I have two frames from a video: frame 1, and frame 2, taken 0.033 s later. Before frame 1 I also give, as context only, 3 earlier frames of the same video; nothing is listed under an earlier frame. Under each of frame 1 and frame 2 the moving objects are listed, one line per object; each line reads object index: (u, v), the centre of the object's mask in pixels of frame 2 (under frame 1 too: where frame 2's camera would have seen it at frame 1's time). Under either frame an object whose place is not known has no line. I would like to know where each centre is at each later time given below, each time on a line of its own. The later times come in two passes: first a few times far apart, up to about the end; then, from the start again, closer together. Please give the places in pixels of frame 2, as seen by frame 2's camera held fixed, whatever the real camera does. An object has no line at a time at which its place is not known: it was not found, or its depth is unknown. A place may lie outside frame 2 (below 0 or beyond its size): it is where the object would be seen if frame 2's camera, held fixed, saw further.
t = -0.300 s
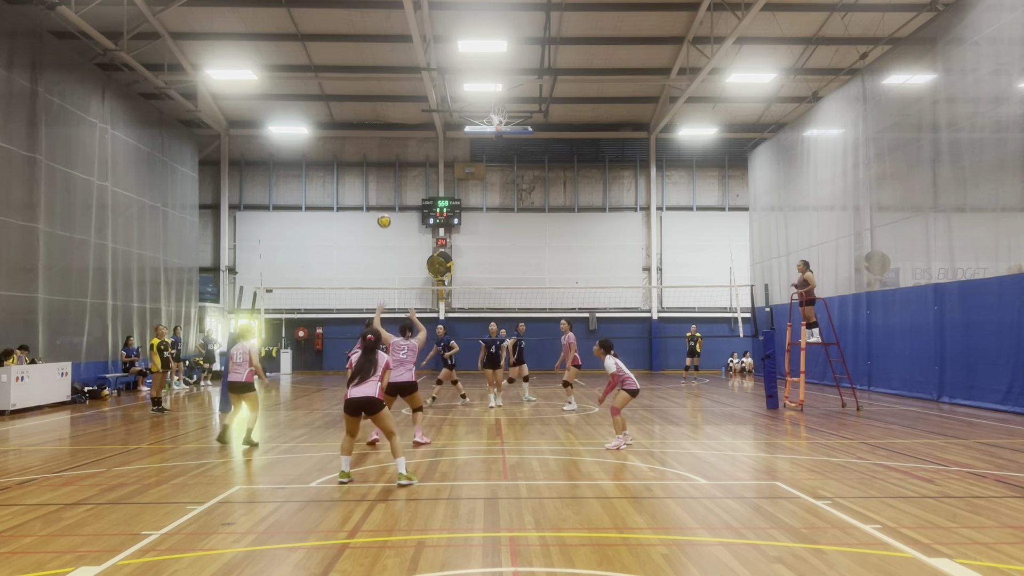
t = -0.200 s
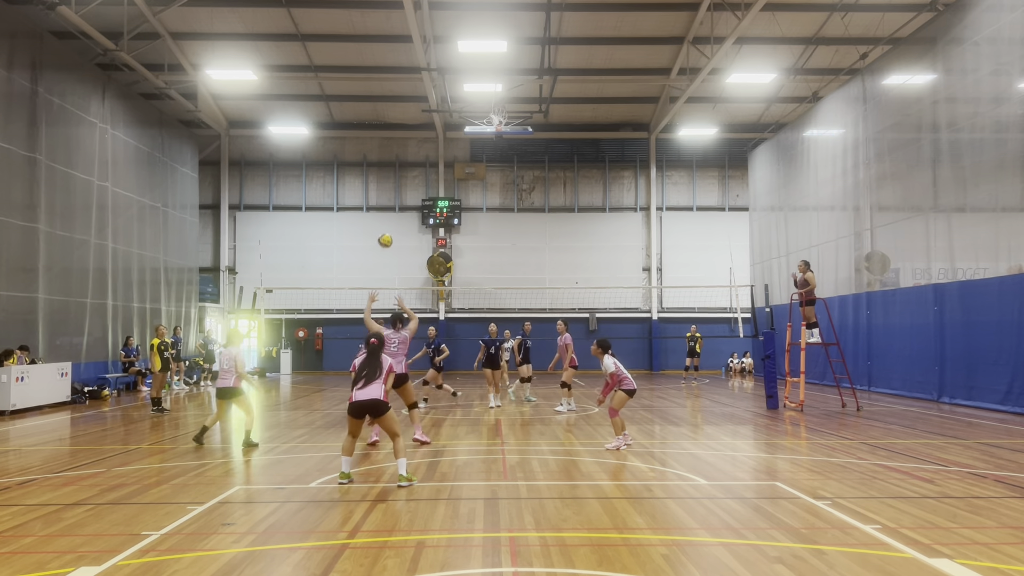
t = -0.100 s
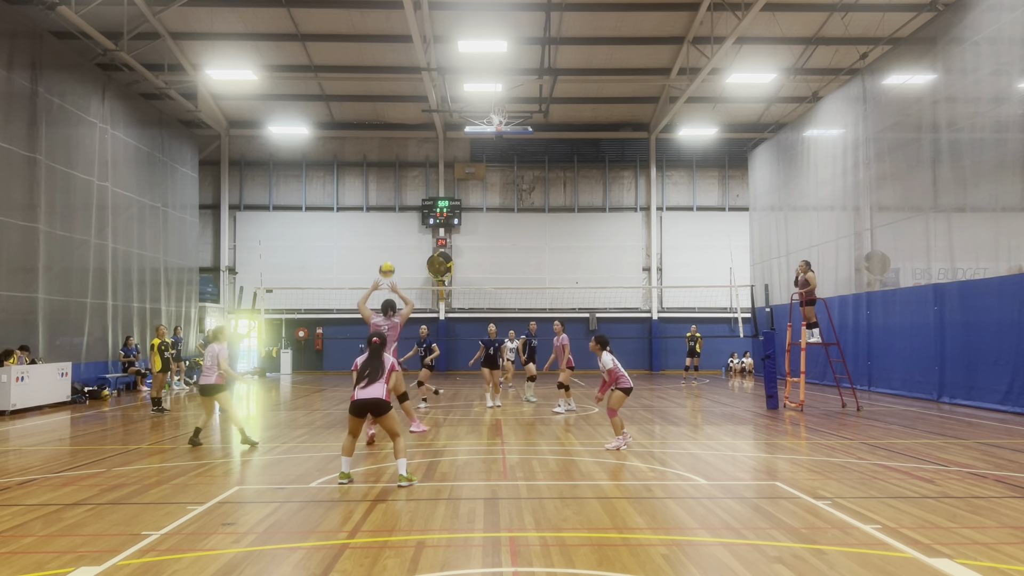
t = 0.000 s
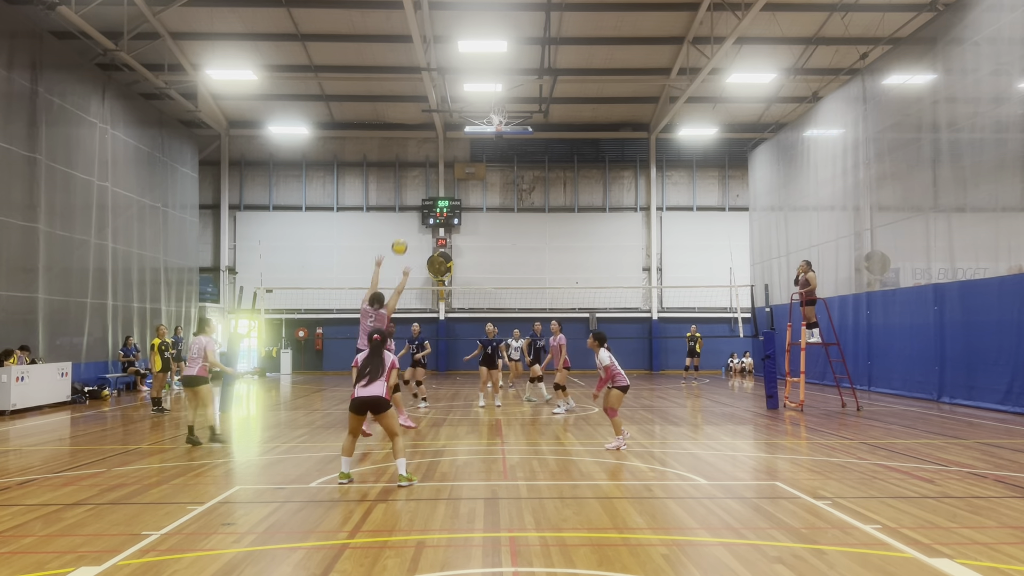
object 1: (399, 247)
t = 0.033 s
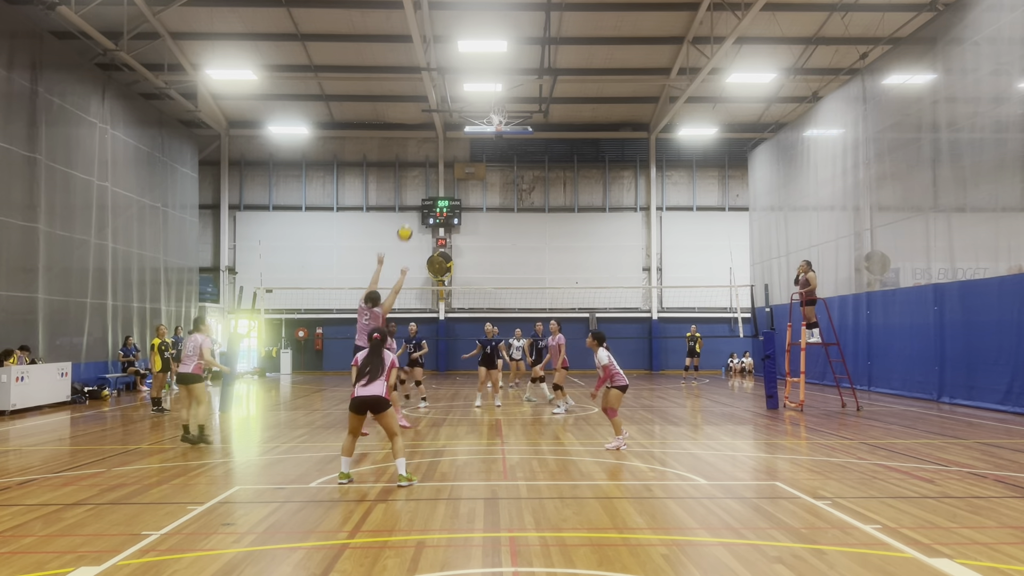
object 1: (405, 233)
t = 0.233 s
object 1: (435, 173)
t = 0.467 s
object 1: (466, 147)
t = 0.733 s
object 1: (496, 163)
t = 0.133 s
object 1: (421, 198)
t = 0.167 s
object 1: (426, 189)
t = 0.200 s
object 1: (431, 180)
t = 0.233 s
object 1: (435, 173)
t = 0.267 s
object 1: (440, 167)
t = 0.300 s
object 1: (445, 162)
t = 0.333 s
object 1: (449, 158)
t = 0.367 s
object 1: (454, 153)
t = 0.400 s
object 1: (458, 150)
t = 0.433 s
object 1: (462, 148)
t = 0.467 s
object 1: (466, 147)
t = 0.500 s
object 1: (470, 146)
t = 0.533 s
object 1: (474, 147)
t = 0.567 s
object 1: (478, 148)
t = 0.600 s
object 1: (482, 150)
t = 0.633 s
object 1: (486, 152)
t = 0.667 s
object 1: (489, 155)
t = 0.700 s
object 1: (493, 159)
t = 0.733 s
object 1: (496, 163)
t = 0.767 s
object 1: (500, 168)
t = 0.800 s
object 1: (504, 174)
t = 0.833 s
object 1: (507, 179)
